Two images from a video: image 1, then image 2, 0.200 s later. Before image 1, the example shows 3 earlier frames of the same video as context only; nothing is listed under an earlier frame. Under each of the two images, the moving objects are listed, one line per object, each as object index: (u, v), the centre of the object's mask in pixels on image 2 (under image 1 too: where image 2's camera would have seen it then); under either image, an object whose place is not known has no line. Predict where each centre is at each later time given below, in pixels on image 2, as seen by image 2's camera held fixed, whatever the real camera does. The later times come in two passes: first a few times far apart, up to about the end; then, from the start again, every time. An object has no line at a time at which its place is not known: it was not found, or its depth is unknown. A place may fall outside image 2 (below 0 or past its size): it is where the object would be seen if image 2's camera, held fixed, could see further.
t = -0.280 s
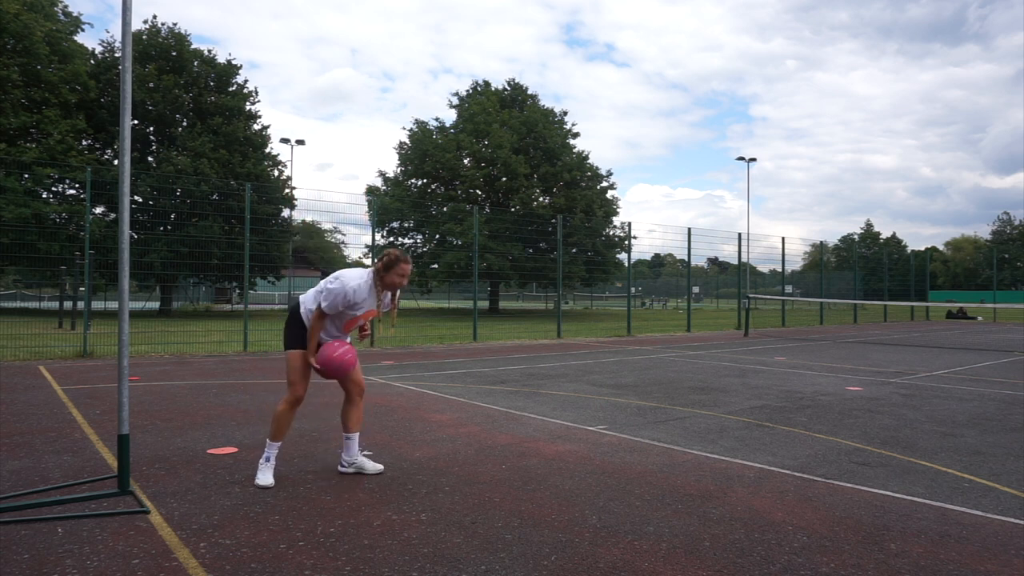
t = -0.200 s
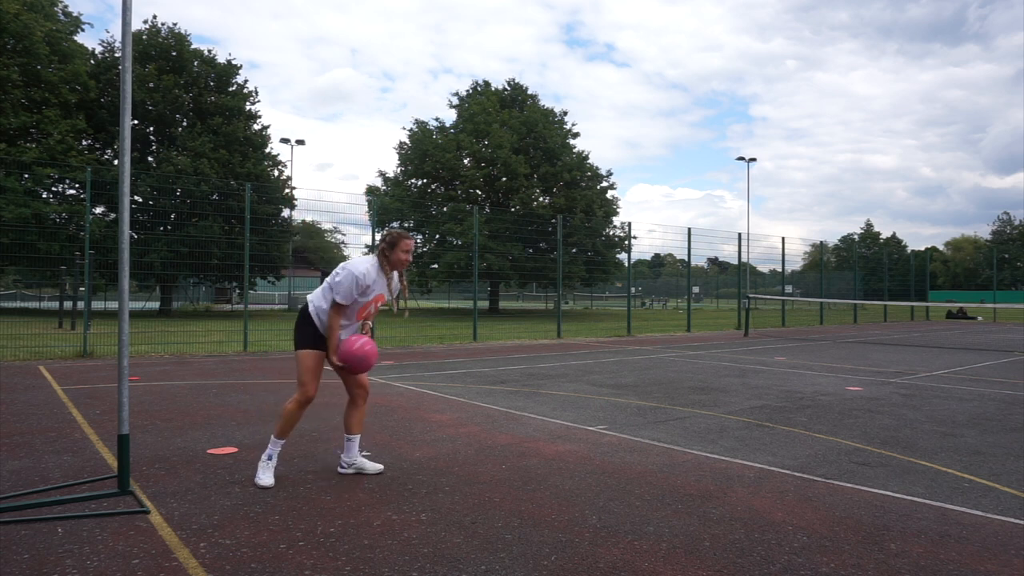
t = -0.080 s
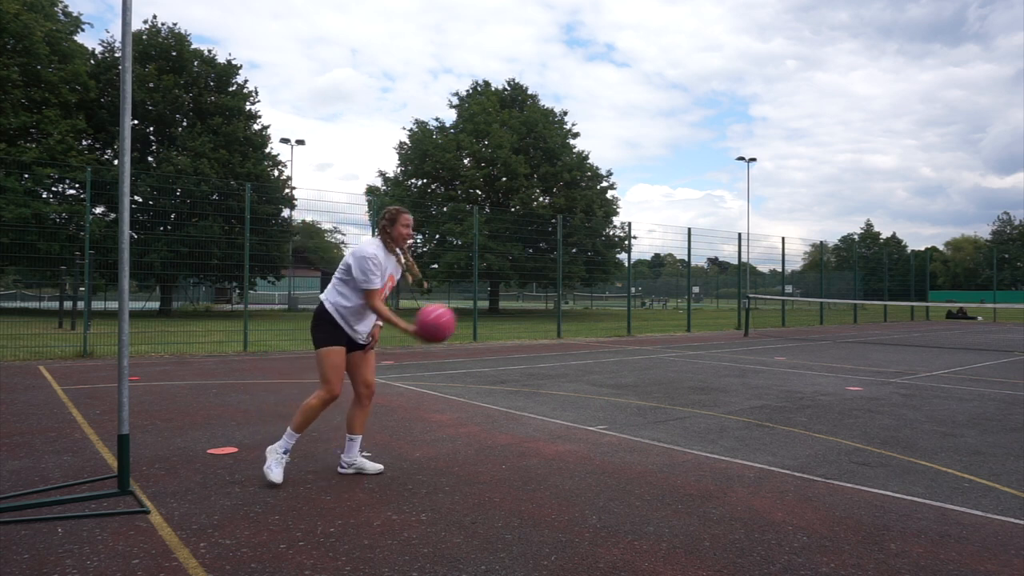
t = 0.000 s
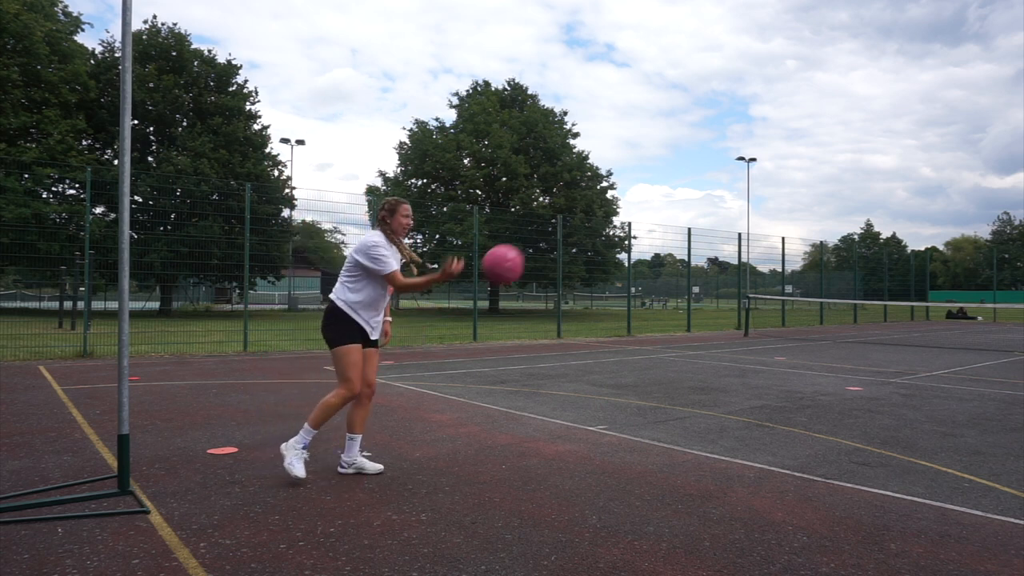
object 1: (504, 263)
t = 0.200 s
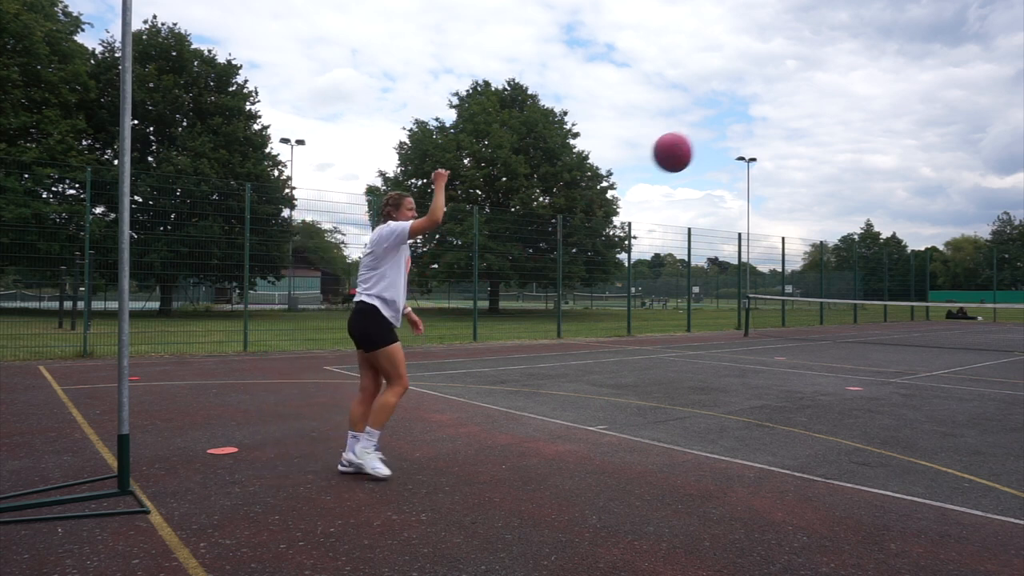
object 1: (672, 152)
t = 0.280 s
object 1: (739, 126)
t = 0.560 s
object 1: (975, 121)
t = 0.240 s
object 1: (706, 138)
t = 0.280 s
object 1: (739, 126)
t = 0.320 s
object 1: (772, 117)
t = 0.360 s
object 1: (805, 111)
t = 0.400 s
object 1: (839, 107)
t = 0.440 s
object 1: (873, 106)
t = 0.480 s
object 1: (907, 108)
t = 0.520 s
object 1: (941, 113)
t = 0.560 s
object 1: (975, 121)
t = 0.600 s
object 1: (1006, 132)
